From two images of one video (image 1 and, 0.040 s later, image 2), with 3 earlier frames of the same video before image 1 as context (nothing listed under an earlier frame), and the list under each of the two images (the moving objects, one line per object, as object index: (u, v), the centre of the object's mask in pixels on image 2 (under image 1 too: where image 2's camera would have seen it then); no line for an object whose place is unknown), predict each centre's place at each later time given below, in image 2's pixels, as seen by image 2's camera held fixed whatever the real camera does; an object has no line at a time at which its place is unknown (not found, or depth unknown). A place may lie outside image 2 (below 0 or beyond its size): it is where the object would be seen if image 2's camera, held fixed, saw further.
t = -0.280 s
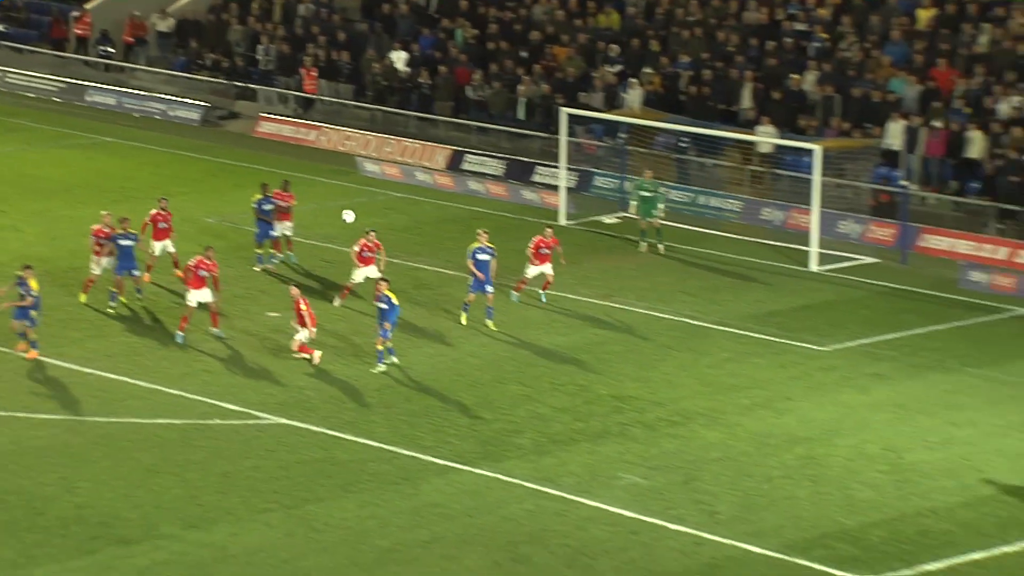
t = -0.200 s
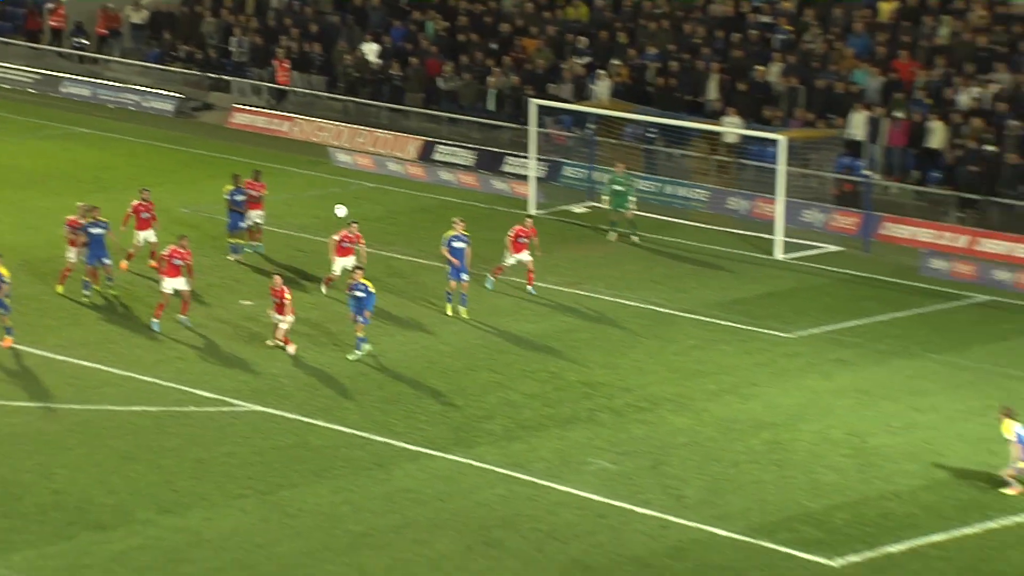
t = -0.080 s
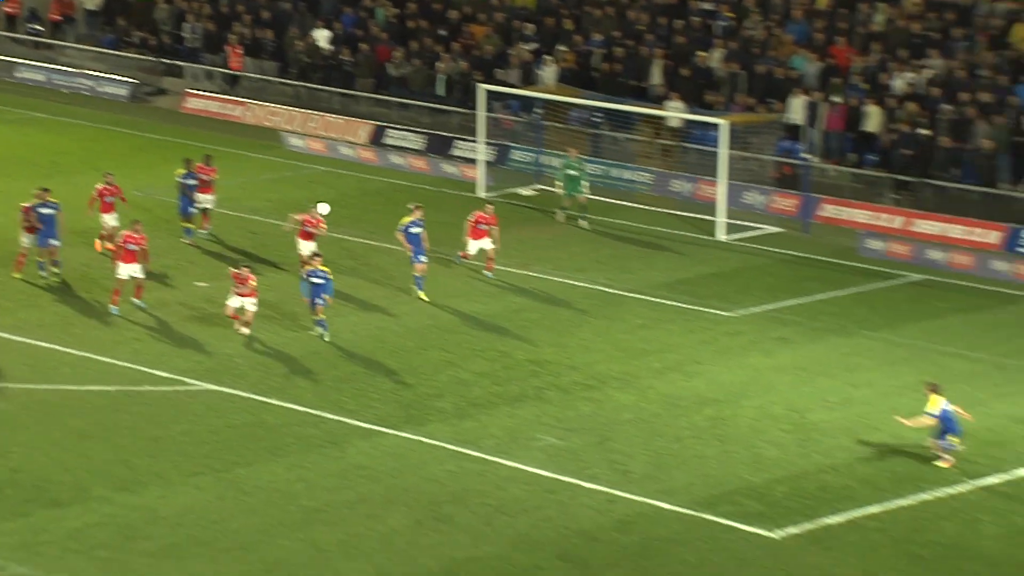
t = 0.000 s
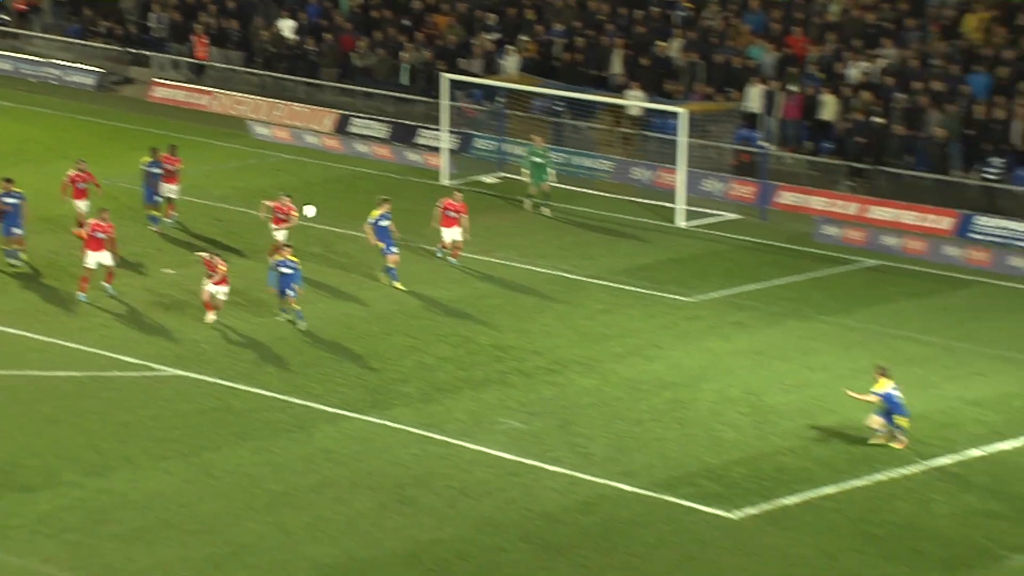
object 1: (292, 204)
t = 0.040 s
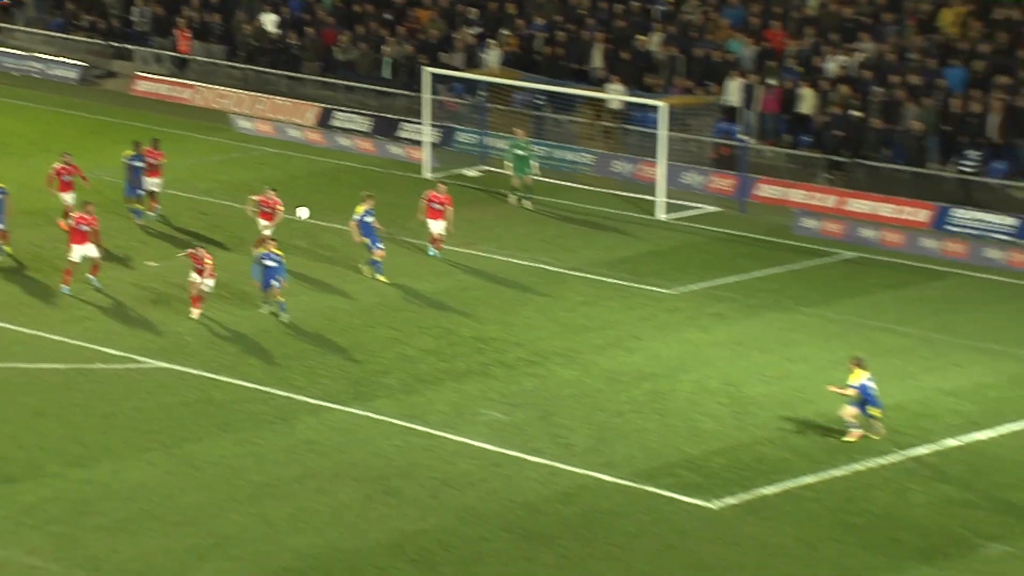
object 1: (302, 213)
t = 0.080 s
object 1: (313, 222)
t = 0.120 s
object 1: (323, 233)
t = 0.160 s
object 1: (334, 244)
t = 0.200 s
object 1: (344, 257)
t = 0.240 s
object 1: (355, 270)
